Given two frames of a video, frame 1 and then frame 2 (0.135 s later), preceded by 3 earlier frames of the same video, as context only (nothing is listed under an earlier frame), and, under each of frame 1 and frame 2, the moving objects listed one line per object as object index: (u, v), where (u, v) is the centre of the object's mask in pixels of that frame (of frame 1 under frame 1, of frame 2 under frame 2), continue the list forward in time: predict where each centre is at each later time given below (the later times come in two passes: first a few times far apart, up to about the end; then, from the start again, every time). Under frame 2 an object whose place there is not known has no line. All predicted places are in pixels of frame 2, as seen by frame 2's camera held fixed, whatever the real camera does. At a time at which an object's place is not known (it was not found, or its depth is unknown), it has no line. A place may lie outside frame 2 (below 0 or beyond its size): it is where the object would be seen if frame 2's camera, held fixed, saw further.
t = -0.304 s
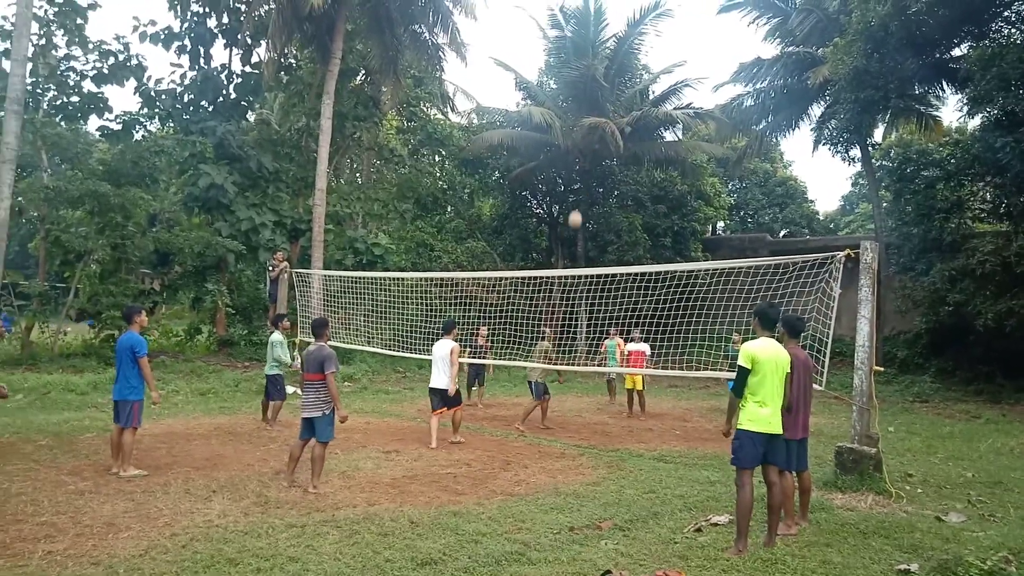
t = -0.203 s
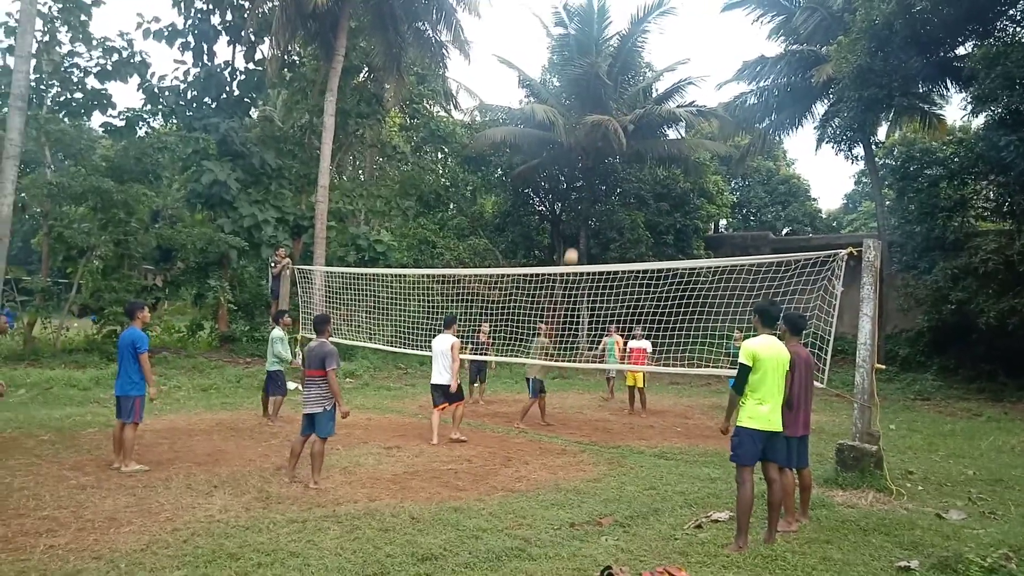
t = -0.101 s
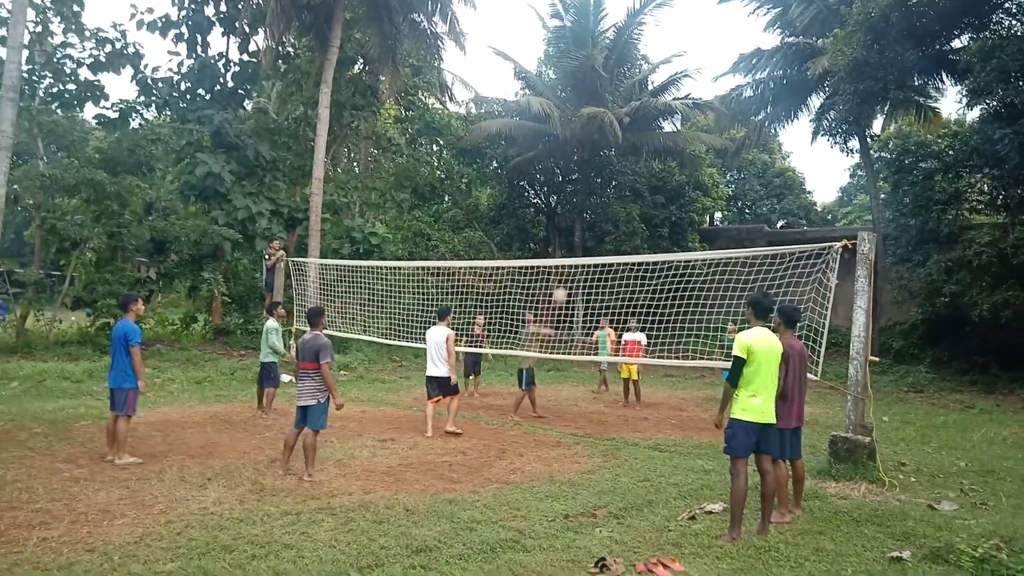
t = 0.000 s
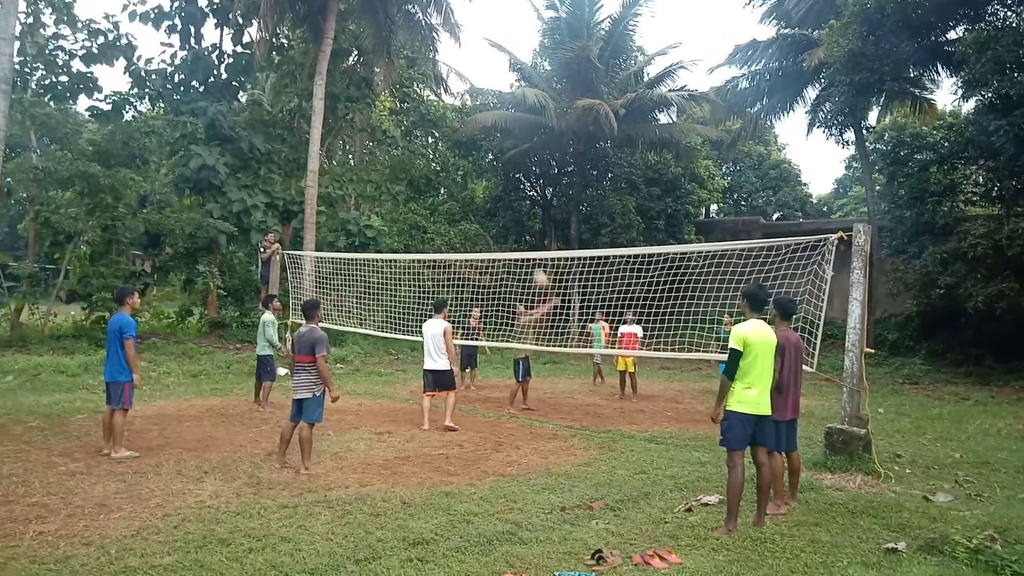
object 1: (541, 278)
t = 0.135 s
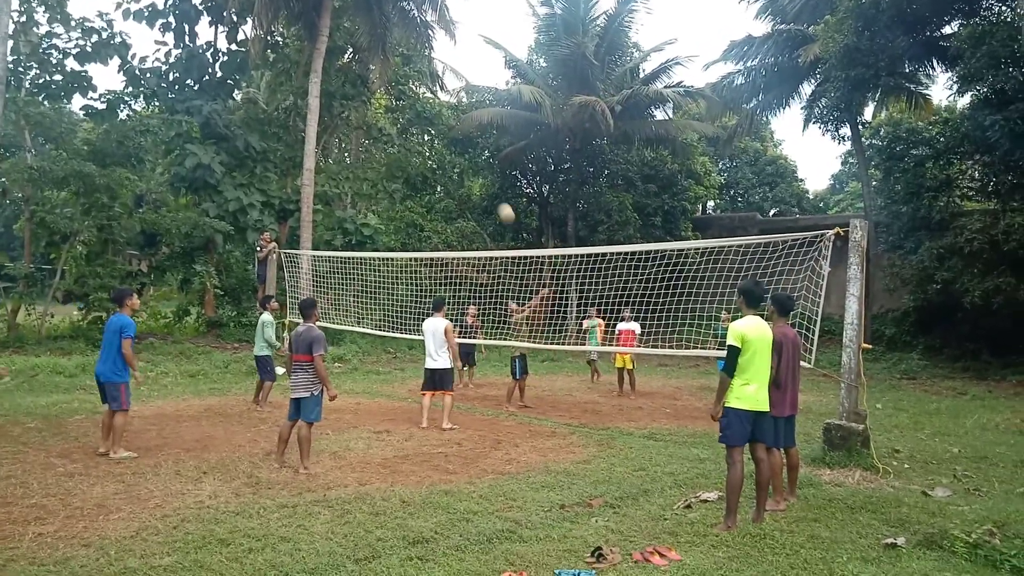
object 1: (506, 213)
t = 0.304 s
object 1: (463, 145)
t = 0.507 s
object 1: (404, 79)
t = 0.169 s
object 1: (498, 199)
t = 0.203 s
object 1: (490, 185)
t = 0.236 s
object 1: (481, 171)
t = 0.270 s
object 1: (472, 158)
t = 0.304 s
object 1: (463, 145)
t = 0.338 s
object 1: (454, 133)
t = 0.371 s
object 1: (444, 120)
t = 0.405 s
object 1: (435, 109)
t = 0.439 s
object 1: (424, 97)
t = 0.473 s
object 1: (413, 88)
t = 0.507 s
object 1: (404, 79)
